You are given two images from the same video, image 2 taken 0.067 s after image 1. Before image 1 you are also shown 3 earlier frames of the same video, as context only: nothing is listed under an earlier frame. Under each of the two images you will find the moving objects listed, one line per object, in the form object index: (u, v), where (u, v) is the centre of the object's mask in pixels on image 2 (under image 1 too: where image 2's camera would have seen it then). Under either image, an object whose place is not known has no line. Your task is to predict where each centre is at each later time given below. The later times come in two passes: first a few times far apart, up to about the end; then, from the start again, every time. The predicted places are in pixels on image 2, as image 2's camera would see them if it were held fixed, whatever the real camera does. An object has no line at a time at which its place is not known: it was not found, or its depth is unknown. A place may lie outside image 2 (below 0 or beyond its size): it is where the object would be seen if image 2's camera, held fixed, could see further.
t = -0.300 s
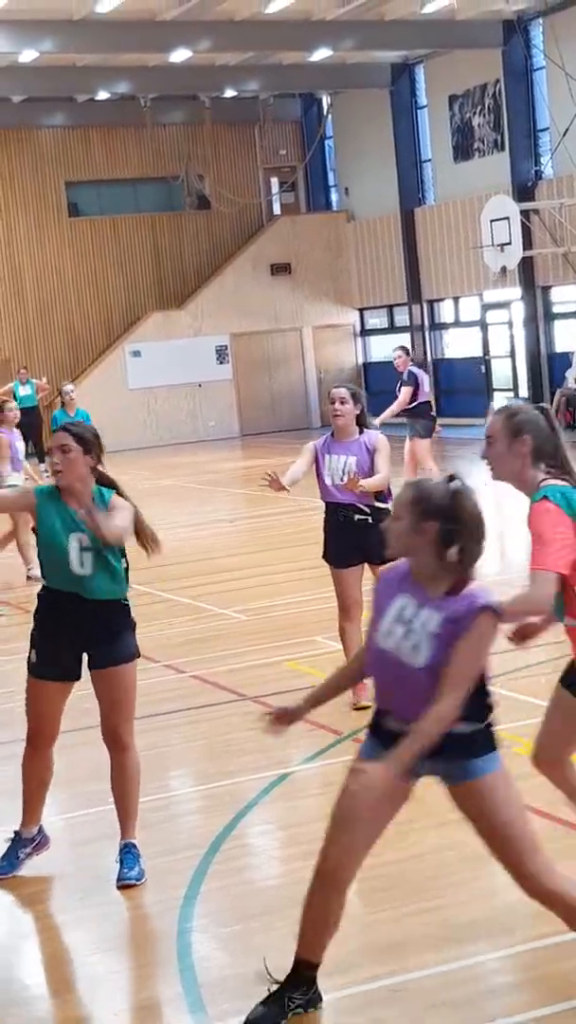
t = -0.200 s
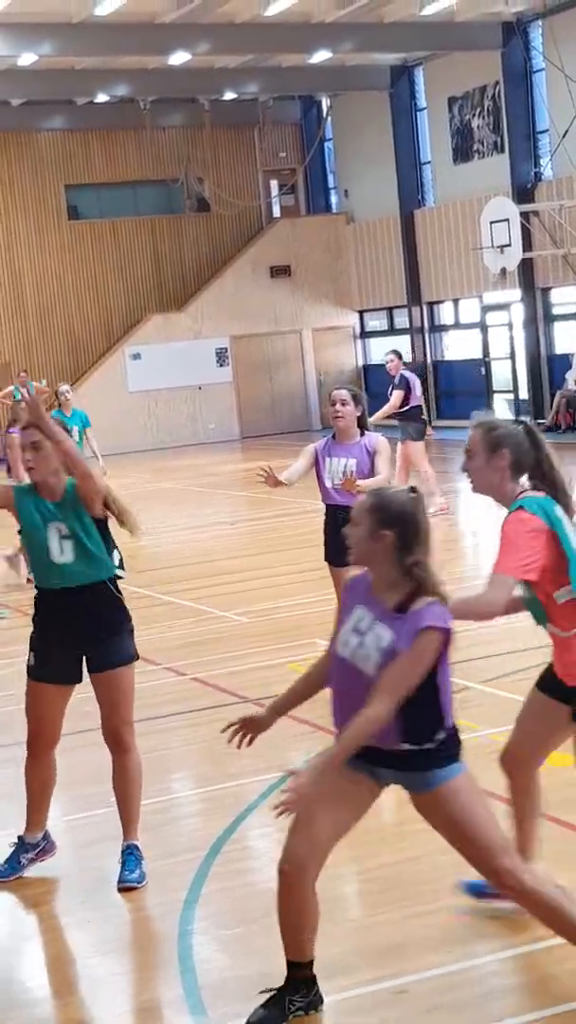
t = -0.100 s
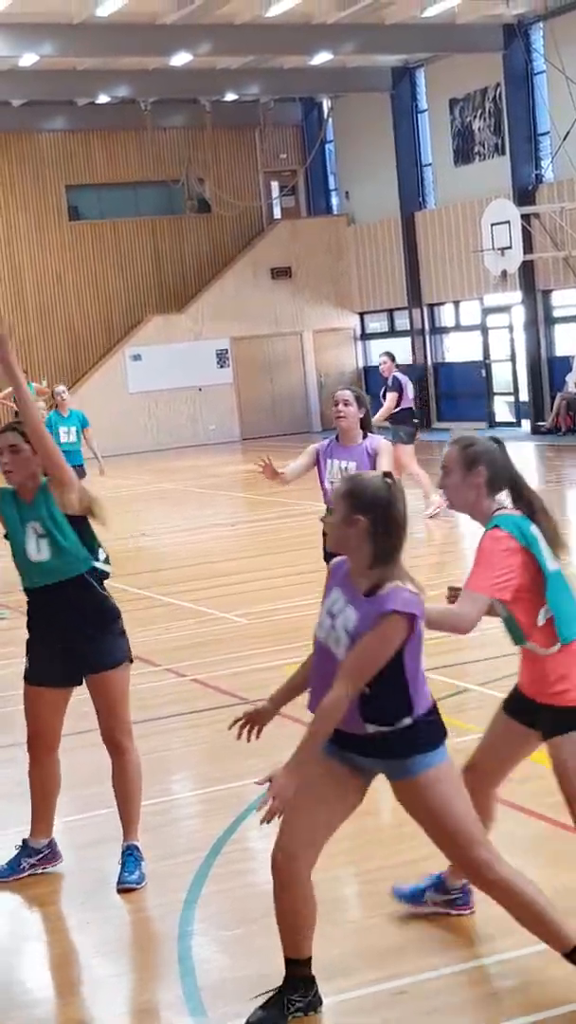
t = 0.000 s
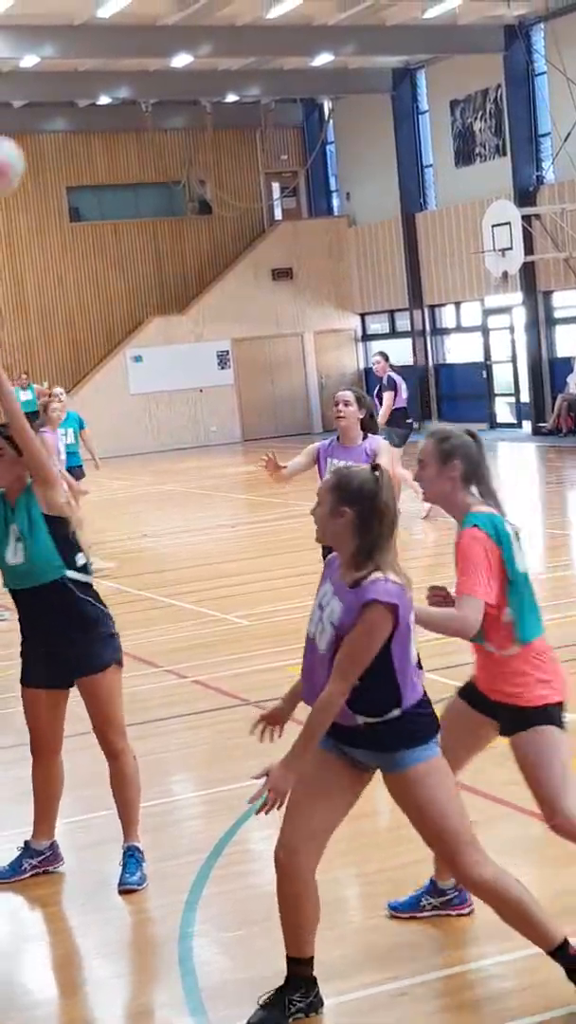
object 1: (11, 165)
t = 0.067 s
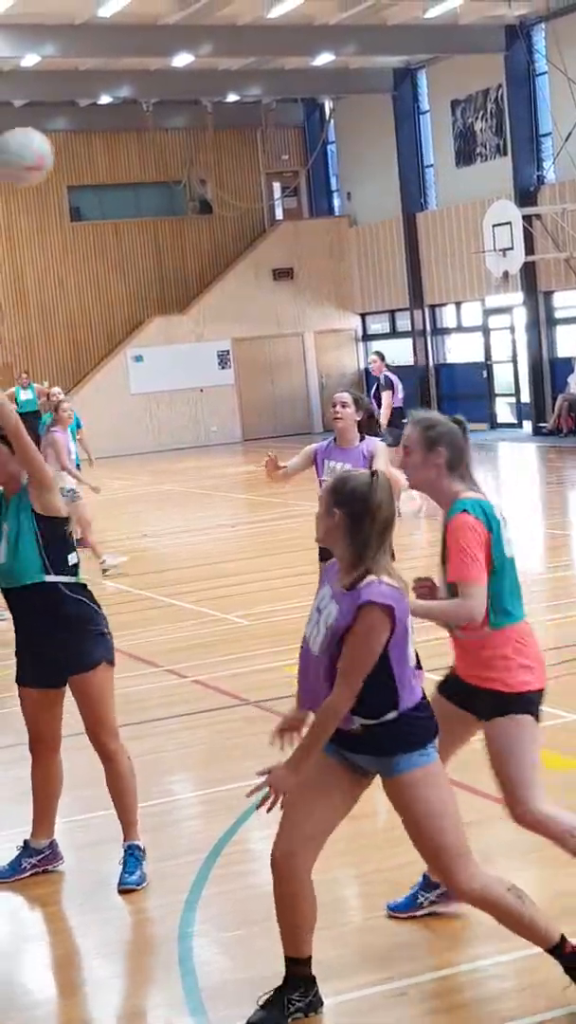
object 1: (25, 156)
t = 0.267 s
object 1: (102, 193)
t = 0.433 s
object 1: (163, 275)
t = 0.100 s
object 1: (38, 155)
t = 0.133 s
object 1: (51, 159)
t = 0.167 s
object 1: (65, 162)
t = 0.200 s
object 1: (78, 171)
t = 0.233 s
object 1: (90, 181)
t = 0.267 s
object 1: (102, 193)
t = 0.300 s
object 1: (115, 205)
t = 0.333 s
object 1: (128, 220)
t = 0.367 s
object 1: (140, 237)
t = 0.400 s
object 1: (151, 255)
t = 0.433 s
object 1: (163, 275)
